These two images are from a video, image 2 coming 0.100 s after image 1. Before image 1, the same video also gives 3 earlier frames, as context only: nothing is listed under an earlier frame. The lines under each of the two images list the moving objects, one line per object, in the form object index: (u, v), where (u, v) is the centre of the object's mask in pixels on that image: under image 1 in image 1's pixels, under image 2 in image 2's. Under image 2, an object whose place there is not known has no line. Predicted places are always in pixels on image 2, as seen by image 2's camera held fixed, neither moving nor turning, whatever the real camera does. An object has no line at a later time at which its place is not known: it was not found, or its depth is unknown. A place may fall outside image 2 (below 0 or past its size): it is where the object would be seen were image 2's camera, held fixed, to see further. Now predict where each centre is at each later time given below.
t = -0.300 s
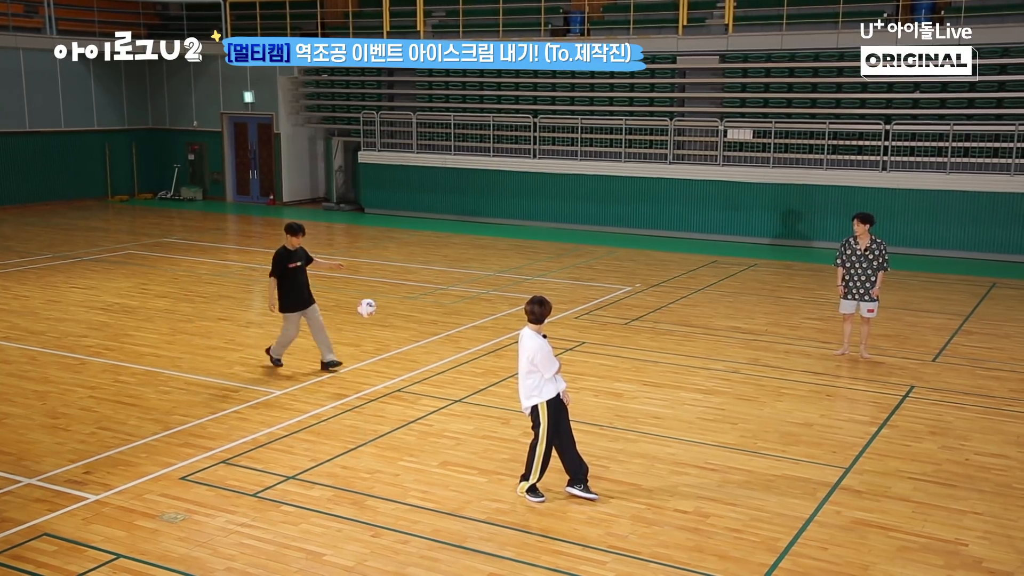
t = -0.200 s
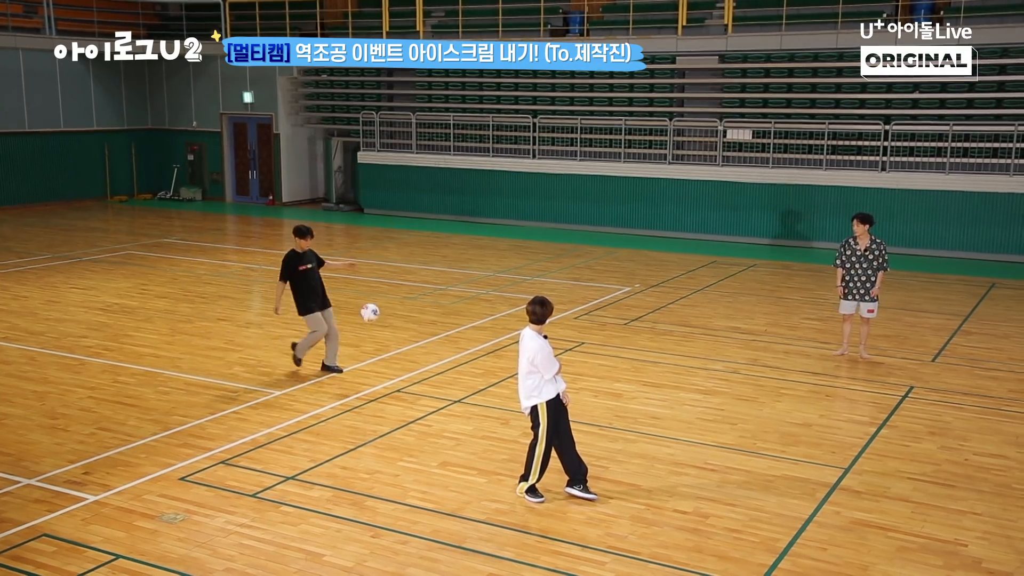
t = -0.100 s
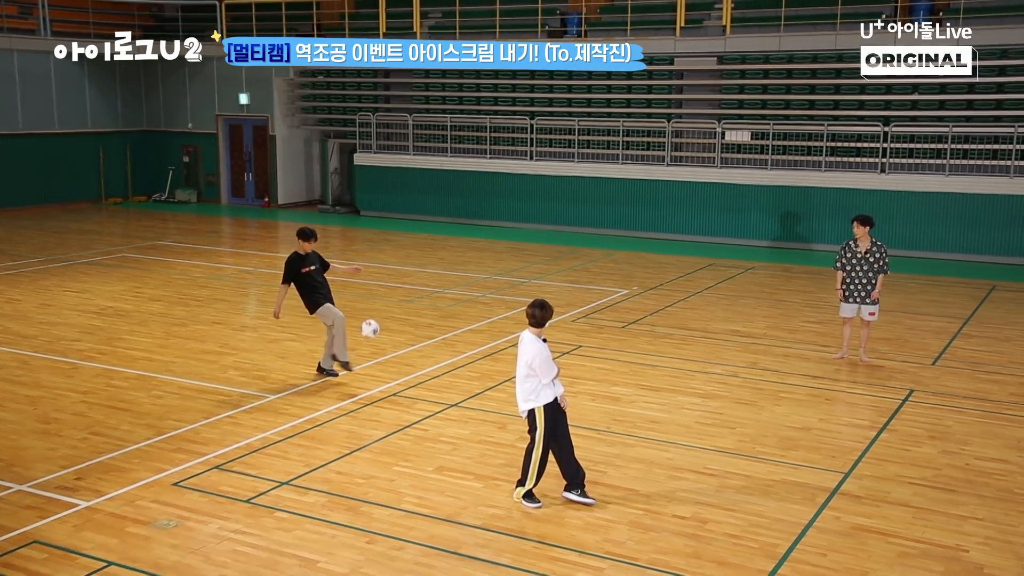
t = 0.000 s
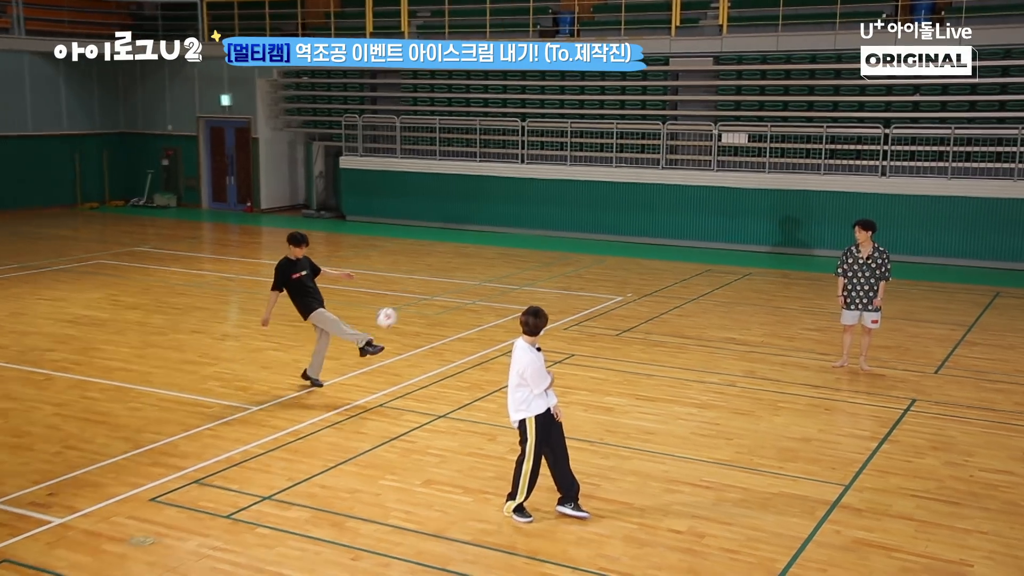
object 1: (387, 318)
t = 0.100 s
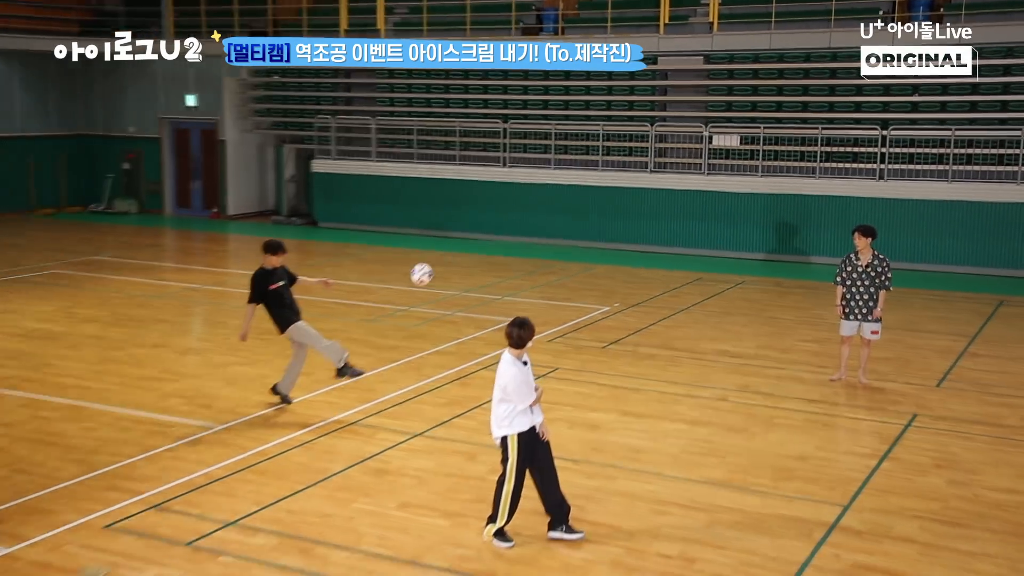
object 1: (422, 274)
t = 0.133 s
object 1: (442, 257)
